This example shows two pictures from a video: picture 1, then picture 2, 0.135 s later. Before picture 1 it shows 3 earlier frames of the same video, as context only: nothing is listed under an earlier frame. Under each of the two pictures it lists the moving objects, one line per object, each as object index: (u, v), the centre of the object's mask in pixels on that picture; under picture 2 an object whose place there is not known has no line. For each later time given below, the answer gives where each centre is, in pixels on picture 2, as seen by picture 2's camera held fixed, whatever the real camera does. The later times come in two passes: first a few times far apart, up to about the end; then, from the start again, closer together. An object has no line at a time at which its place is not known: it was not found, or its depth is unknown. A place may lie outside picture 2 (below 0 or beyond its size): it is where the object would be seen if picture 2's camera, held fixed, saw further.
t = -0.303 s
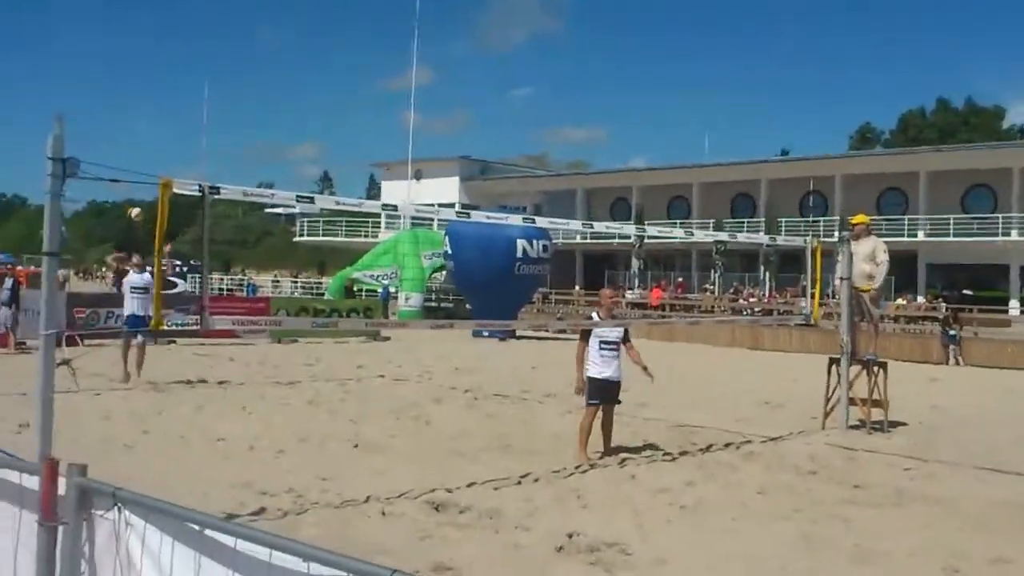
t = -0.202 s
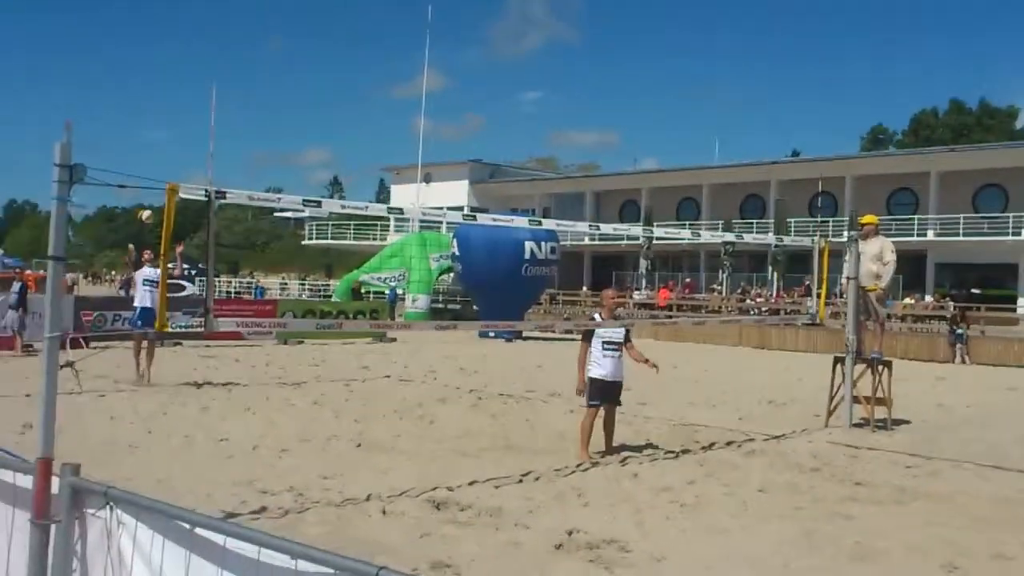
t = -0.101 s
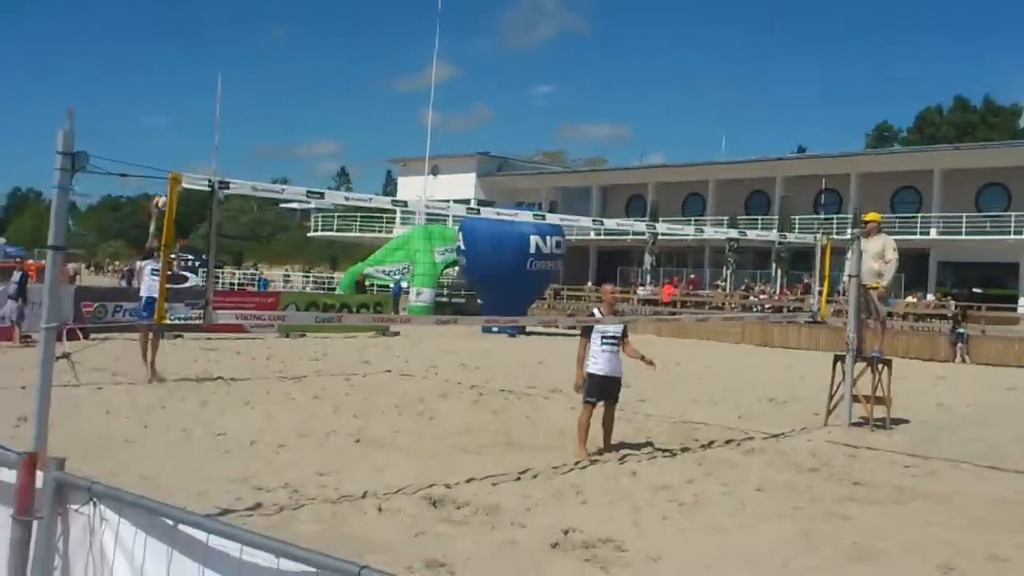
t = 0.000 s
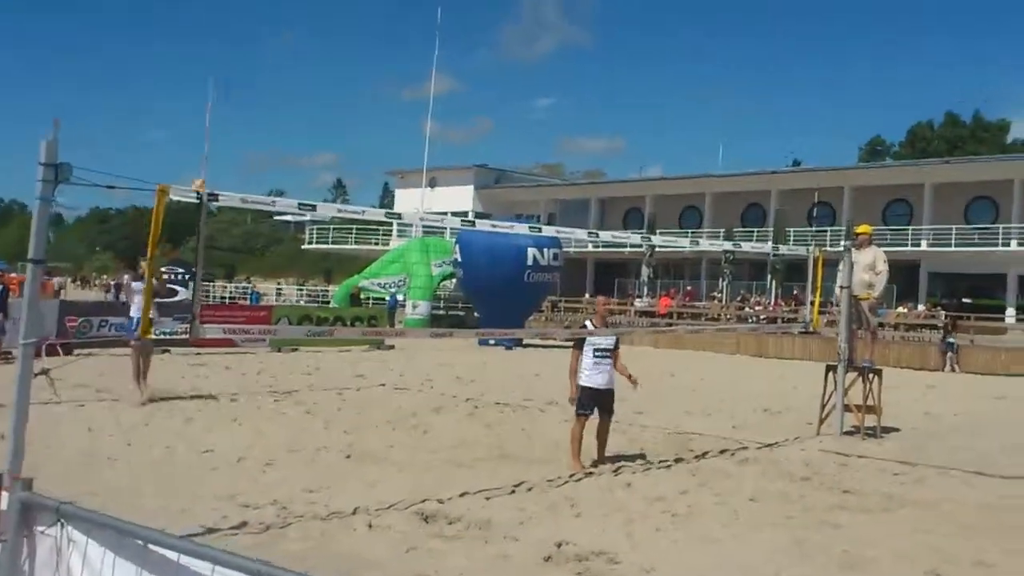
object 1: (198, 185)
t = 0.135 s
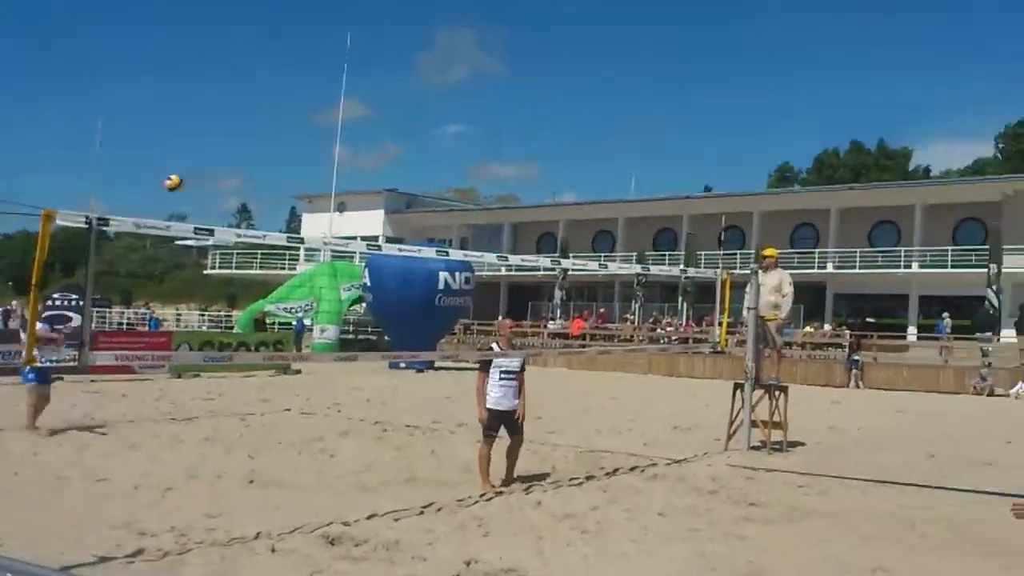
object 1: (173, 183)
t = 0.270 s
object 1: (256, 166)
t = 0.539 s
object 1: (490, 183)
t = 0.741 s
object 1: (730, 262)
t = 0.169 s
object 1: (191, 179)
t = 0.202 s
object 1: (212, 176)
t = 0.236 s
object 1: (233, 169)
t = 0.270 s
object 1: (256, 166)
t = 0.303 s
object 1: (283, 167)
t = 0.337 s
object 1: (308, 166)
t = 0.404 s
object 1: (363, 165)
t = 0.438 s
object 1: (394, 169)
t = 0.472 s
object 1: (423, 173)
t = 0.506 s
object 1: (456, 178)
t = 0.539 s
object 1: (490, 183)
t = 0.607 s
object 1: (564, 202)
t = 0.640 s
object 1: (603, 215)
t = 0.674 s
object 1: (642, 229)
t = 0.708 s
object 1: (684, 244)
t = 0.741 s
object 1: (730, 262)
